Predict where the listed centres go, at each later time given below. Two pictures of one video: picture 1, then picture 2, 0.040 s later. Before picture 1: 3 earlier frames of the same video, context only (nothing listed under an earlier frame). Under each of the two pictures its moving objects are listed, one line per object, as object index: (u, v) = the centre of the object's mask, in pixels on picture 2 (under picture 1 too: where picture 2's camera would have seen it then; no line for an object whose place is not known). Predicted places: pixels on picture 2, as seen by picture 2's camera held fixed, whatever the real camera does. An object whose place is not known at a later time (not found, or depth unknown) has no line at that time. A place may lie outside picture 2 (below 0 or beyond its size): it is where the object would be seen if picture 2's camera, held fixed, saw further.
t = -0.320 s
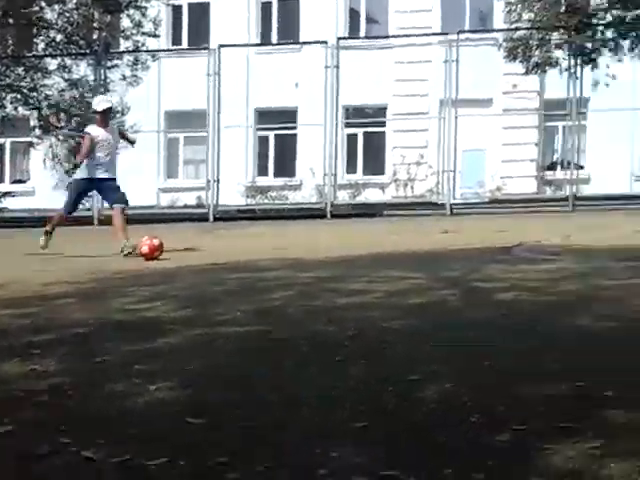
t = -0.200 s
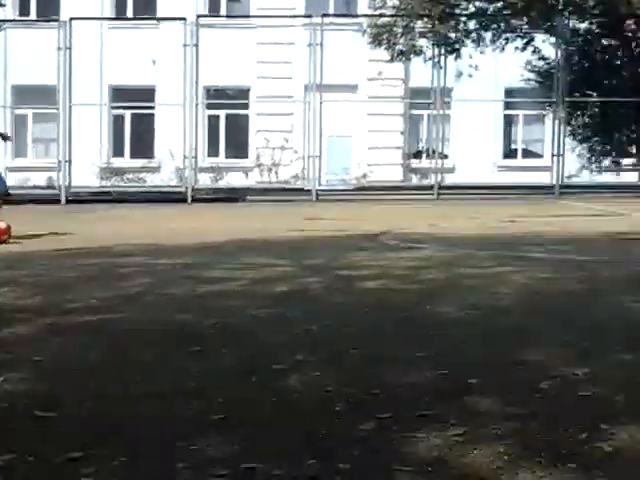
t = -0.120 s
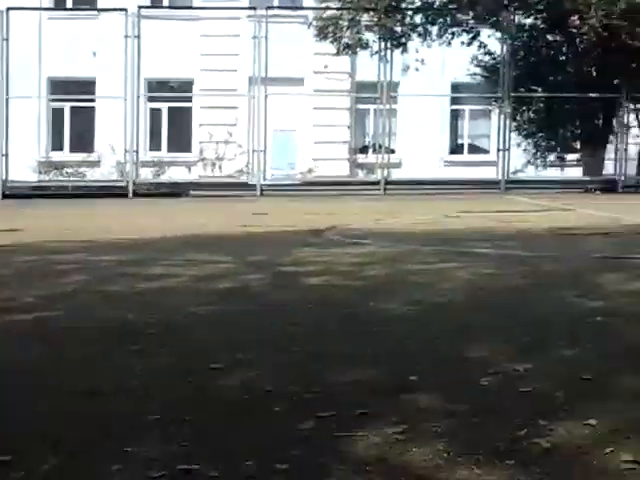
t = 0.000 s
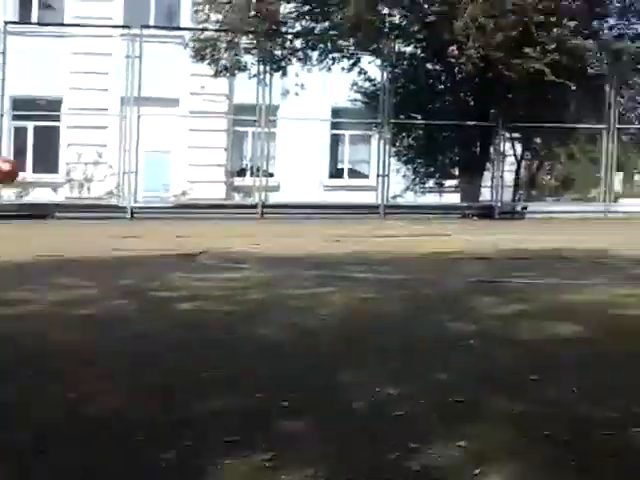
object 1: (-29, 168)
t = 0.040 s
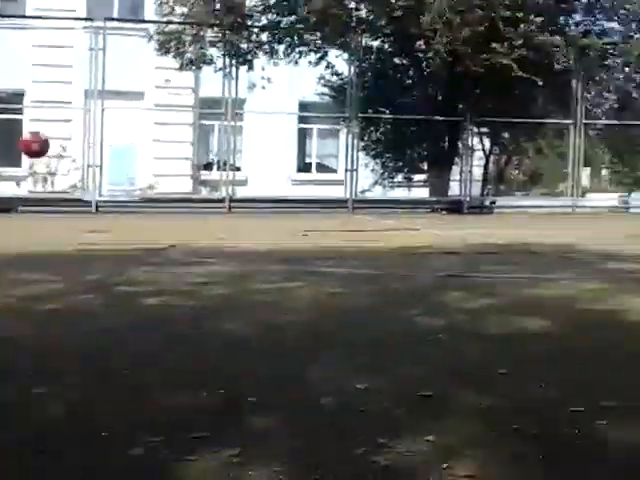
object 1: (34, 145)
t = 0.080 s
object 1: (100, 127)
